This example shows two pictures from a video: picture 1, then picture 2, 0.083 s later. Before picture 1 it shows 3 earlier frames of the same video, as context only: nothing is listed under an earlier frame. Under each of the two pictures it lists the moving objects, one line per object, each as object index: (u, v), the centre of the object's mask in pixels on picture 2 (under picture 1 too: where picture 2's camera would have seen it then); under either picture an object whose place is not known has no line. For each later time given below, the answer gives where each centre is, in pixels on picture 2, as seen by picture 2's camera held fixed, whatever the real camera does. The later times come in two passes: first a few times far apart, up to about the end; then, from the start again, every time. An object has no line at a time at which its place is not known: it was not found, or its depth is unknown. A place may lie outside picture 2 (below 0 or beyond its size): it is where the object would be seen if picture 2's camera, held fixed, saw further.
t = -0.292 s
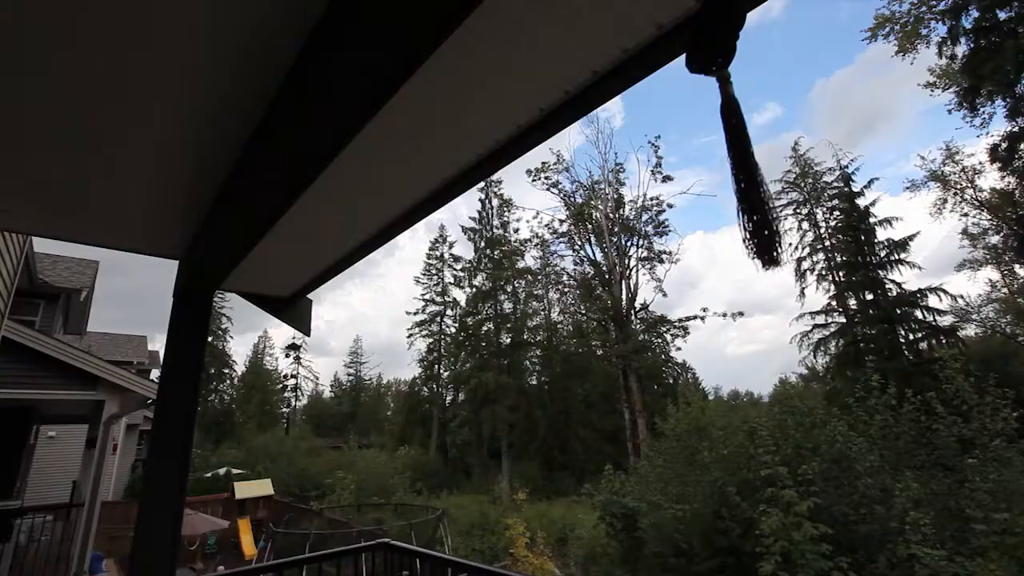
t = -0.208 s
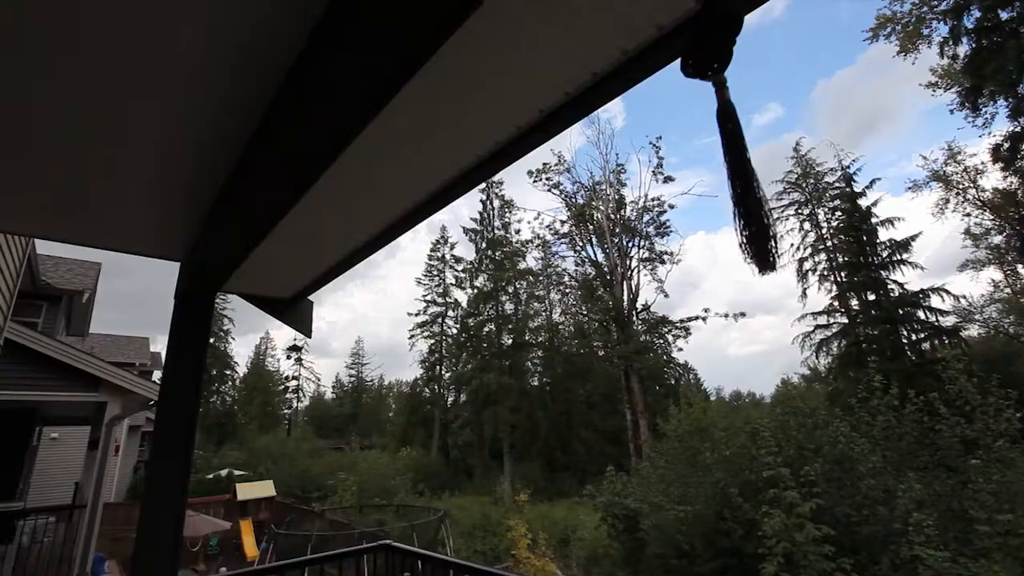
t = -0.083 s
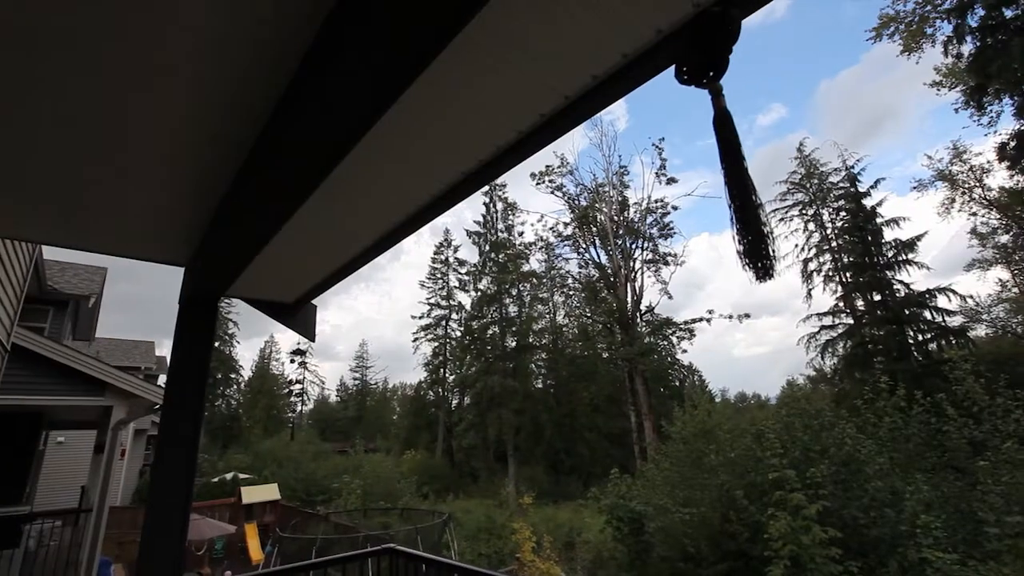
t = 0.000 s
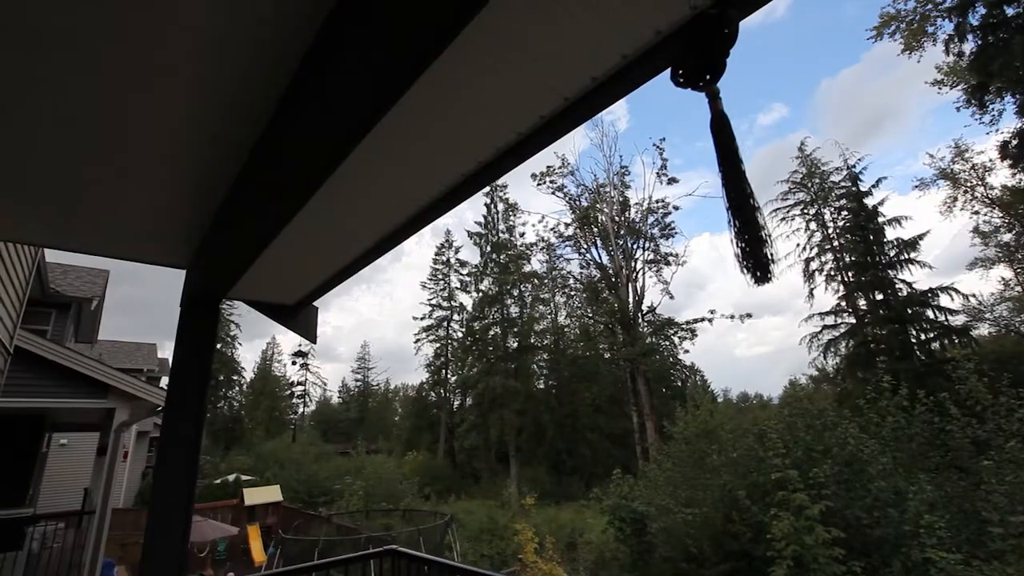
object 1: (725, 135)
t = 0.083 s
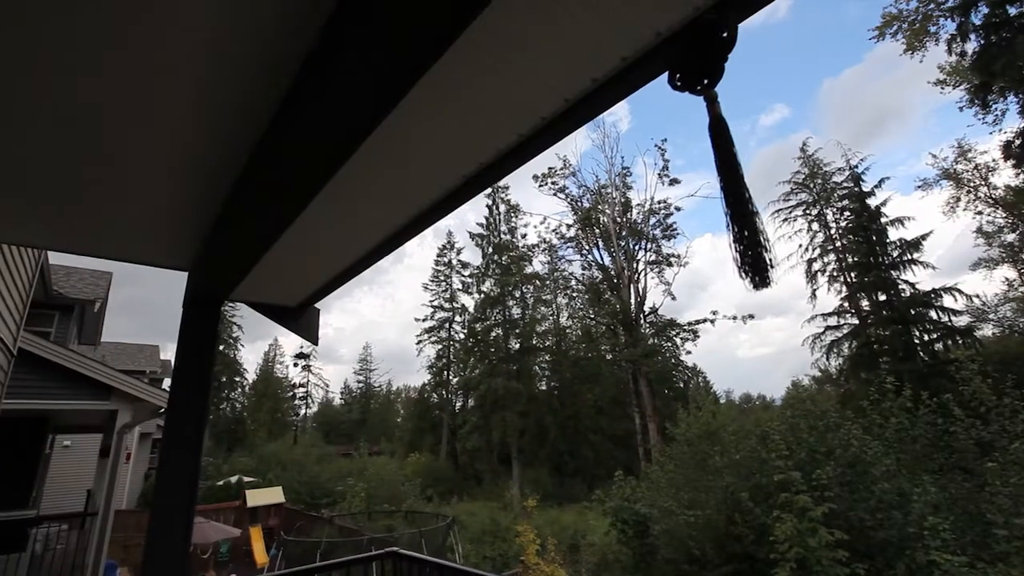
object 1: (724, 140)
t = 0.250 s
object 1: (720, 151)
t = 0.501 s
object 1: (704, 161)
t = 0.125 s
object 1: (725, 149)
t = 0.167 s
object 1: (722, 144)
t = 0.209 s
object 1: (720, 146)
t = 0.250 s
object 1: (720, 151)
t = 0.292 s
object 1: (717, 150)
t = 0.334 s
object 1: (714, 151)
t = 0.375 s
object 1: (712, 152)
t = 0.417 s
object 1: (709, 157)
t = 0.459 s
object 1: (707, 160)
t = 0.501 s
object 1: (704, 161)
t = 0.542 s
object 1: (702, 162)
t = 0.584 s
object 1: (700, 163)
